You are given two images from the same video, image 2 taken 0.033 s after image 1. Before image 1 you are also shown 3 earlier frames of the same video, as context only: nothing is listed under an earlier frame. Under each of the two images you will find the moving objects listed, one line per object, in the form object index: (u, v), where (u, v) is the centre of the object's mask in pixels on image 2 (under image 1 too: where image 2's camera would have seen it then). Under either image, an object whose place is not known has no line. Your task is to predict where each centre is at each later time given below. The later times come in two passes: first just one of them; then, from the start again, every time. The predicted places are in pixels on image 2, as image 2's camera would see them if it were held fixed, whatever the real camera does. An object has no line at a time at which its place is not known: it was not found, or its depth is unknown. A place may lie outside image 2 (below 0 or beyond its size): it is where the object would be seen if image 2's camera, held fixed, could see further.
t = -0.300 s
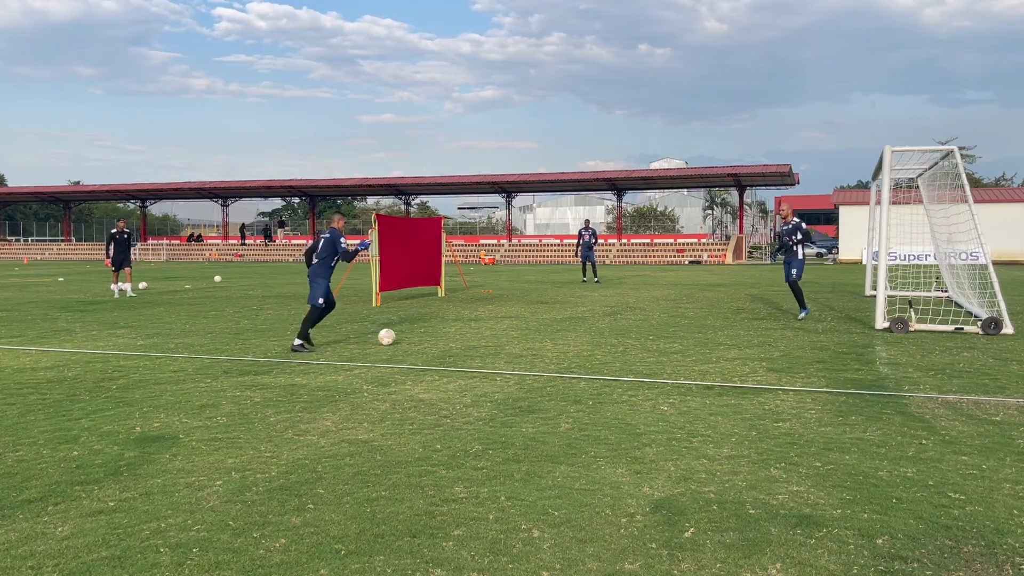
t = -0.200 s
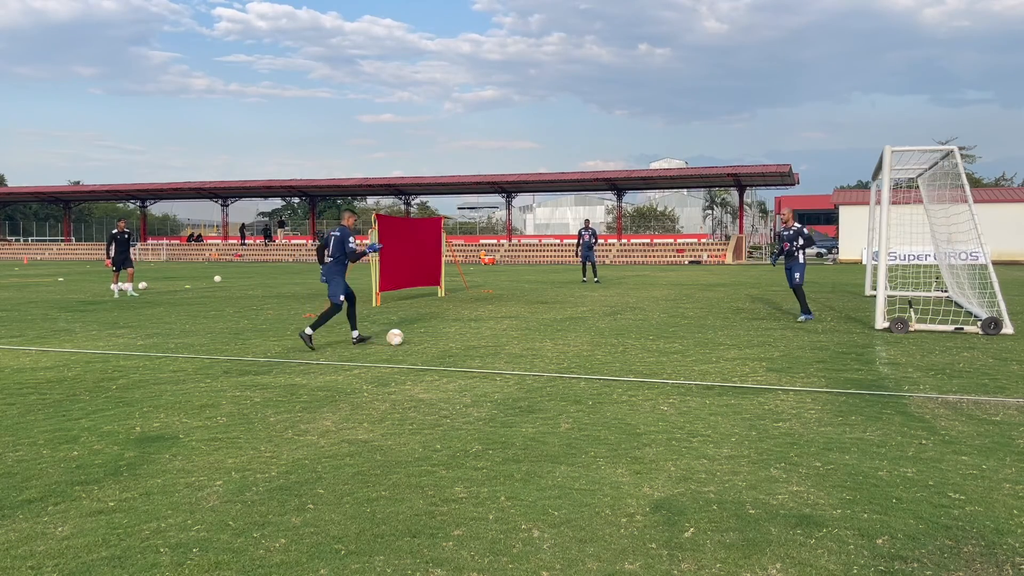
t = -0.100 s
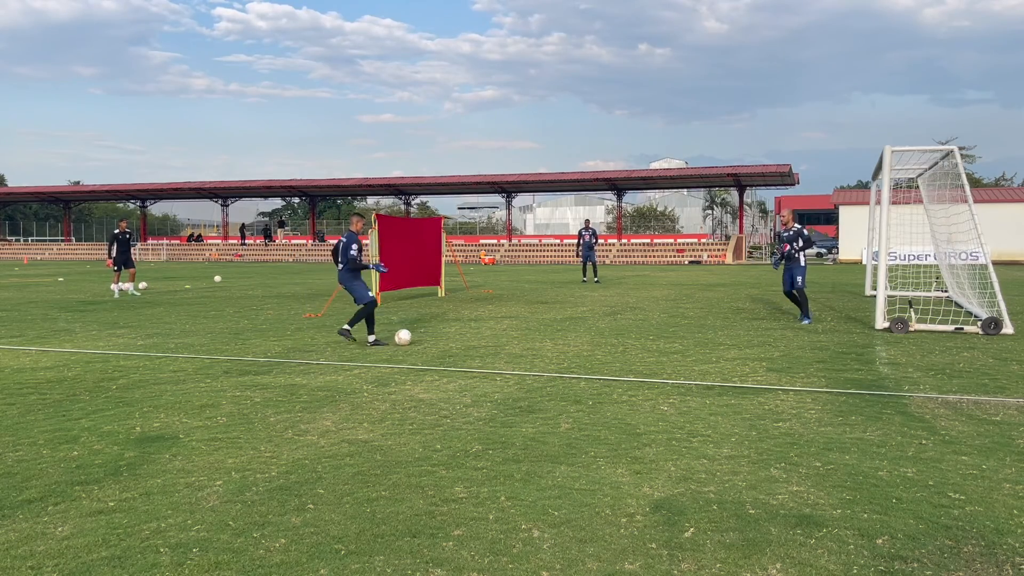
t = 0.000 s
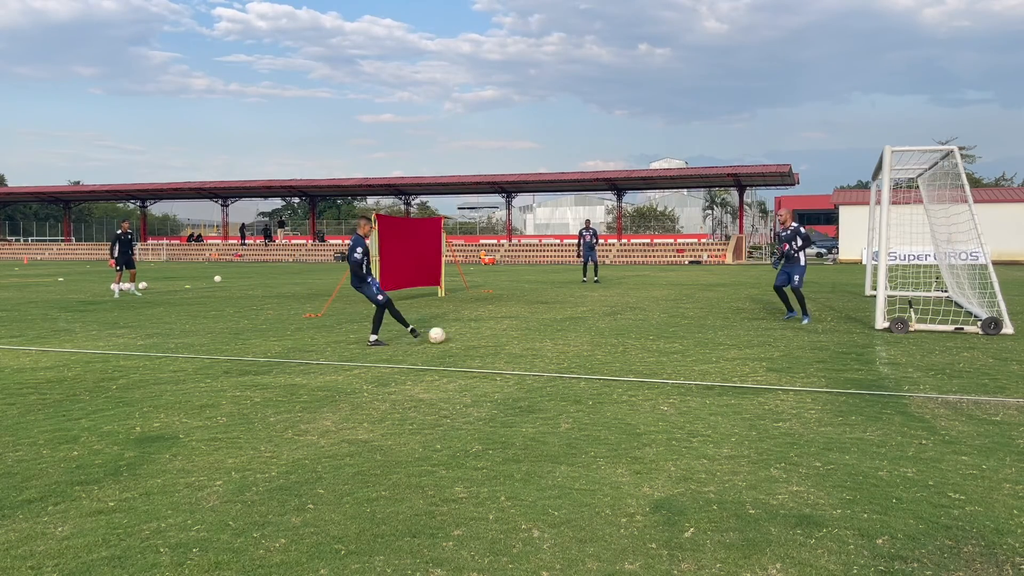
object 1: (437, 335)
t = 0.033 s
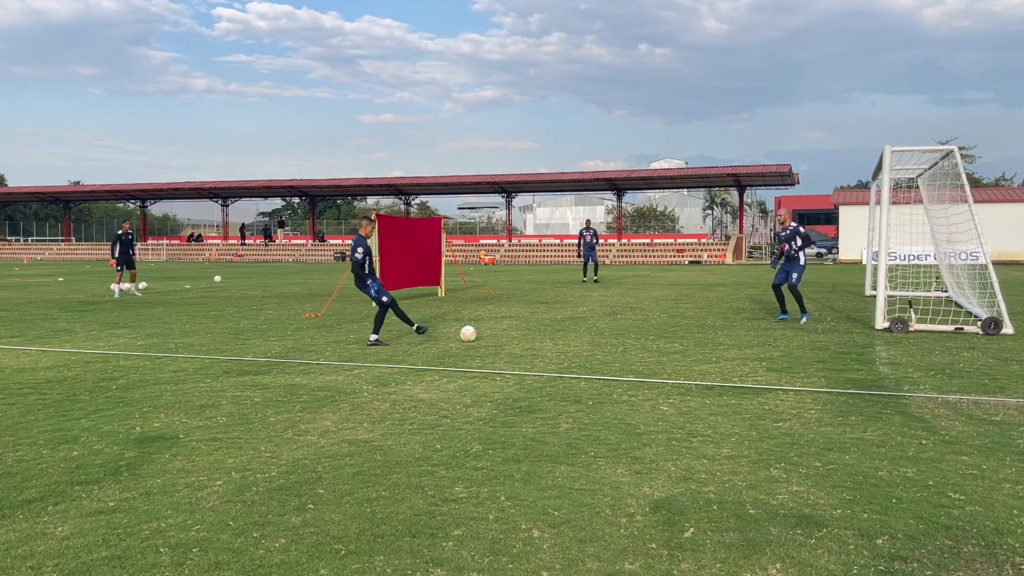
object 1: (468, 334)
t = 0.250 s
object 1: (640, 323)
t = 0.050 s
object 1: (483, 333)
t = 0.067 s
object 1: (498, 332)
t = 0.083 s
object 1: (512, 331)
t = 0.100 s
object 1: (526, 329)
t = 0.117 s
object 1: (540, 328)
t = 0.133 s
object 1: (553, 328)
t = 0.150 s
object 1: (566, 327)
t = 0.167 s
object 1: (579, 327)
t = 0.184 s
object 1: (592, 327)
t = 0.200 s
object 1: (605, 326)
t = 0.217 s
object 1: (617, 326)
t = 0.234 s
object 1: (629, 325)
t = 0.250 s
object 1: (640, 323)
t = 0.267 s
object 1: (650, 322)
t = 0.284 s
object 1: (662, 321)
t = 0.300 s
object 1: (672, 320)
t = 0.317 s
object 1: (683, 319)
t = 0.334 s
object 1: (693, 319)
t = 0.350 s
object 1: (704, 318)
